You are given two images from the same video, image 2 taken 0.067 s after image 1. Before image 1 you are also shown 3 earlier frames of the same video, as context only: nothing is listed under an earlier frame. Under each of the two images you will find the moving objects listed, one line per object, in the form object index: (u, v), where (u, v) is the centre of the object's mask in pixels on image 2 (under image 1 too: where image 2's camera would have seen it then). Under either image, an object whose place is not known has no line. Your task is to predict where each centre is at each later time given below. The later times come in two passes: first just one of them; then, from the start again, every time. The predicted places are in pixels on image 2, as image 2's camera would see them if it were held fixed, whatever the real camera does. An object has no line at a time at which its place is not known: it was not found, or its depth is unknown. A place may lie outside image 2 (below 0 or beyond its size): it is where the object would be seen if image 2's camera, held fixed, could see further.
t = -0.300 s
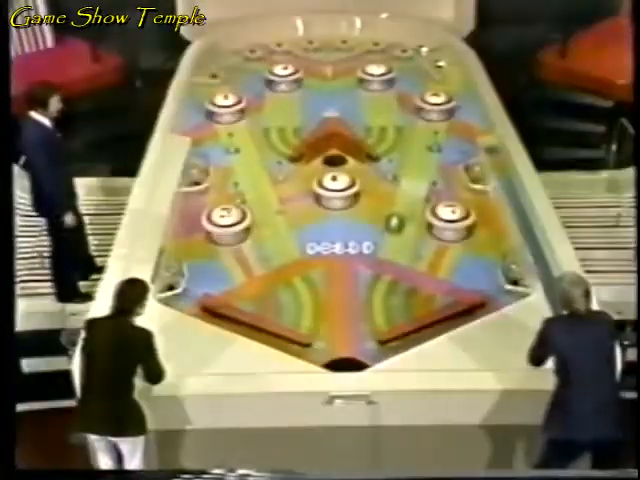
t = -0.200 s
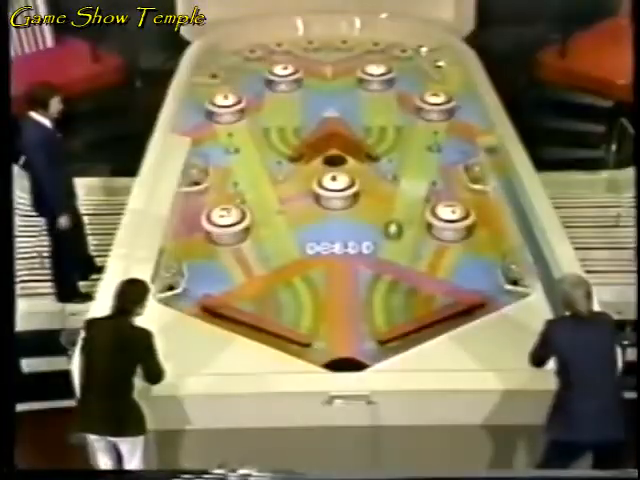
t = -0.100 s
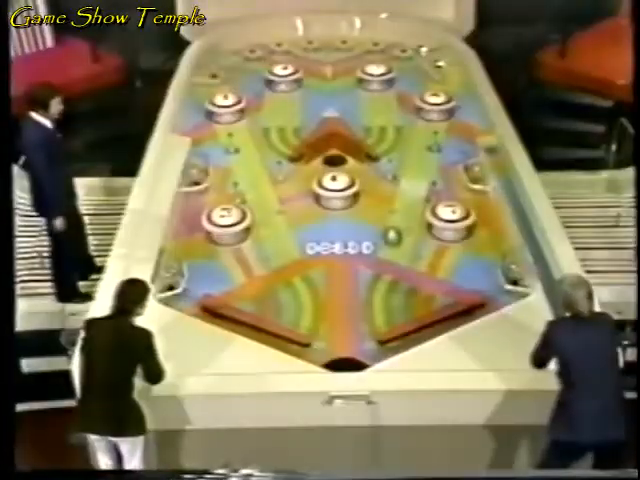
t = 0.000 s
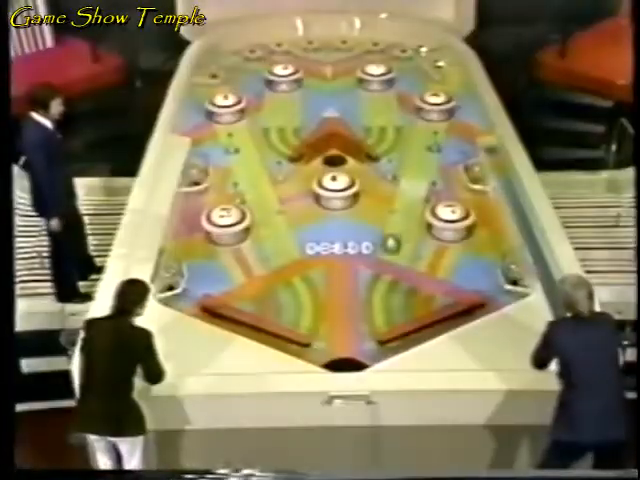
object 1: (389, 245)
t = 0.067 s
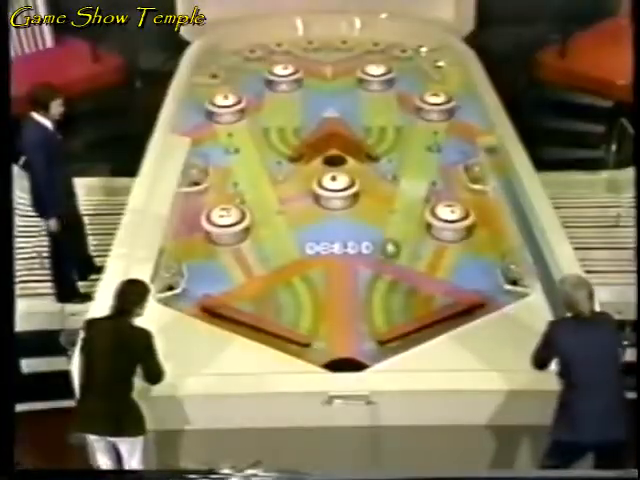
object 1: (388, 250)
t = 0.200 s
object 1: (388, 262)
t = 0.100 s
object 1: (388, 253)
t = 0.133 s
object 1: (388, 256)
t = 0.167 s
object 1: (388, 258)
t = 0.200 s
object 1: (388, 262)
